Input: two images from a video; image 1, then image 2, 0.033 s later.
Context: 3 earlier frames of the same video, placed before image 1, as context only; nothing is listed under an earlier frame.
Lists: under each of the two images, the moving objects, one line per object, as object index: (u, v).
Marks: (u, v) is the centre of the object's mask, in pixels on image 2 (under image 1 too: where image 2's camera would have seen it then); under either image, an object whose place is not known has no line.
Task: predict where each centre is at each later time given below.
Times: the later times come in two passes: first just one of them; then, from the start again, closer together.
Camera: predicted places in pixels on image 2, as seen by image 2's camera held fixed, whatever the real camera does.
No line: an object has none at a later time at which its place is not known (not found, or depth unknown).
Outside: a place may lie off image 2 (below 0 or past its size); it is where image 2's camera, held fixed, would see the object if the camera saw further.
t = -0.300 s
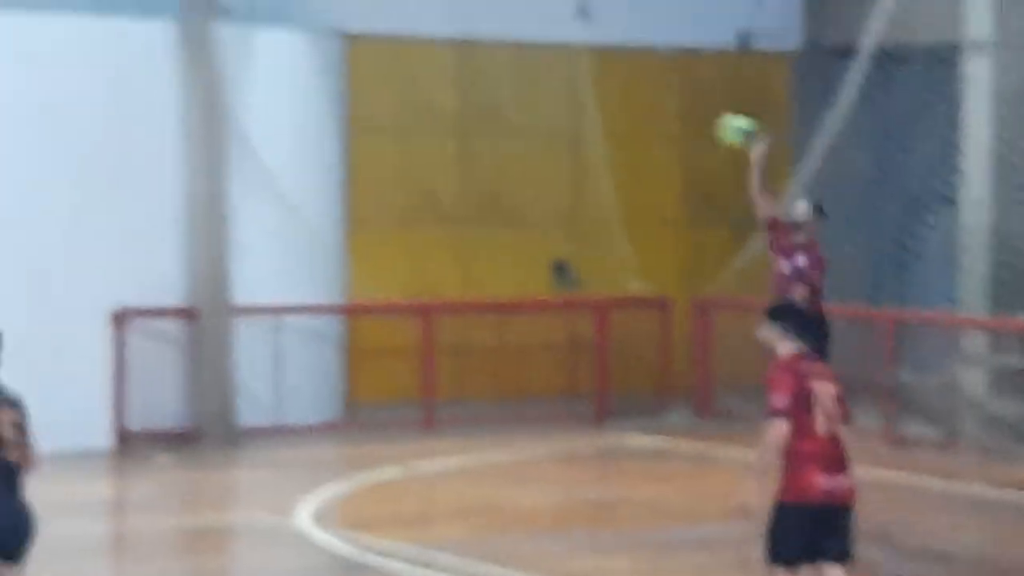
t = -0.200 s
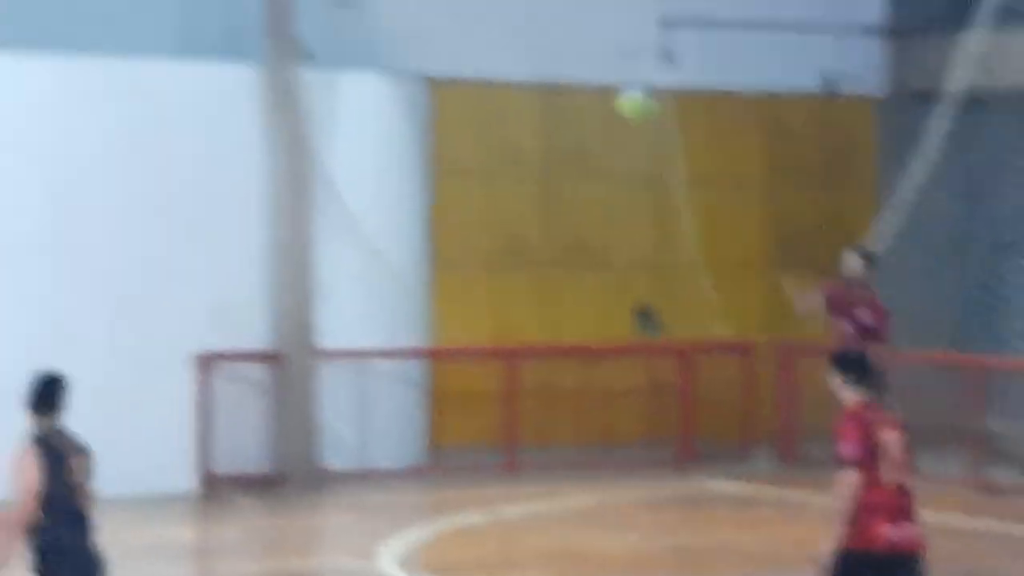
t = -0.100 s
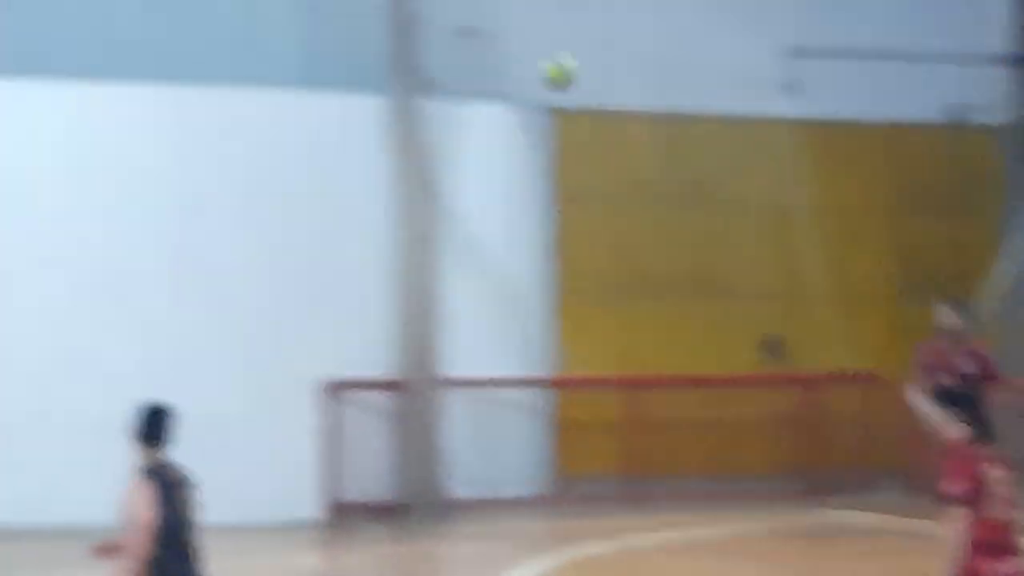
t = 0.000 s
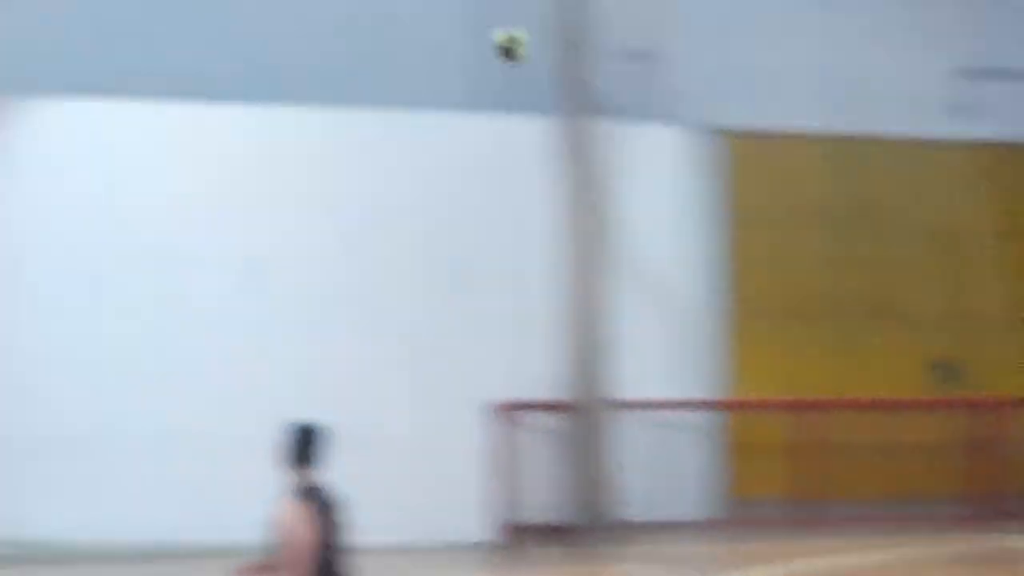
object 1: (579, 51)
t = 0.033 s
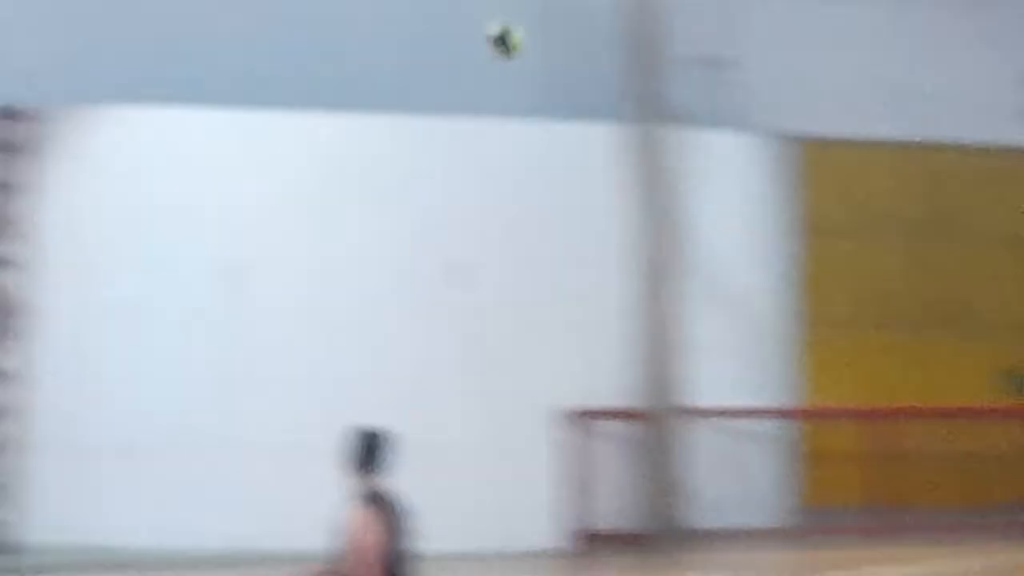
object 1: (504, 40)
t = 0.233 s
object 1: (63, 1)
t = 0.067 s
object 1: (433, 28)
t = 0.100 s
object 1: (357, 19)
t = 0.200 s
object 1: (143, 5)
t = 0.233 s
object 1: (63, 1)
